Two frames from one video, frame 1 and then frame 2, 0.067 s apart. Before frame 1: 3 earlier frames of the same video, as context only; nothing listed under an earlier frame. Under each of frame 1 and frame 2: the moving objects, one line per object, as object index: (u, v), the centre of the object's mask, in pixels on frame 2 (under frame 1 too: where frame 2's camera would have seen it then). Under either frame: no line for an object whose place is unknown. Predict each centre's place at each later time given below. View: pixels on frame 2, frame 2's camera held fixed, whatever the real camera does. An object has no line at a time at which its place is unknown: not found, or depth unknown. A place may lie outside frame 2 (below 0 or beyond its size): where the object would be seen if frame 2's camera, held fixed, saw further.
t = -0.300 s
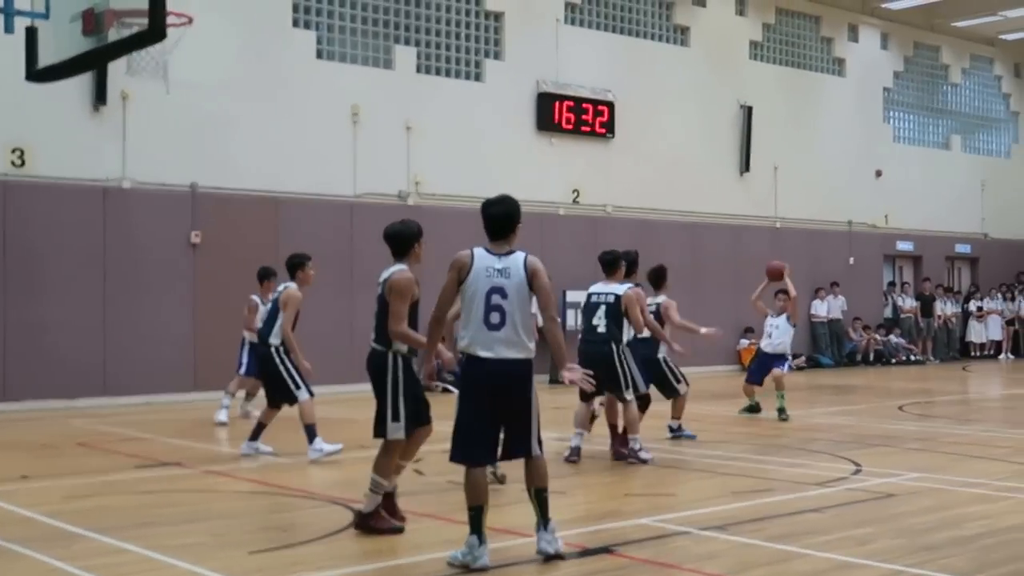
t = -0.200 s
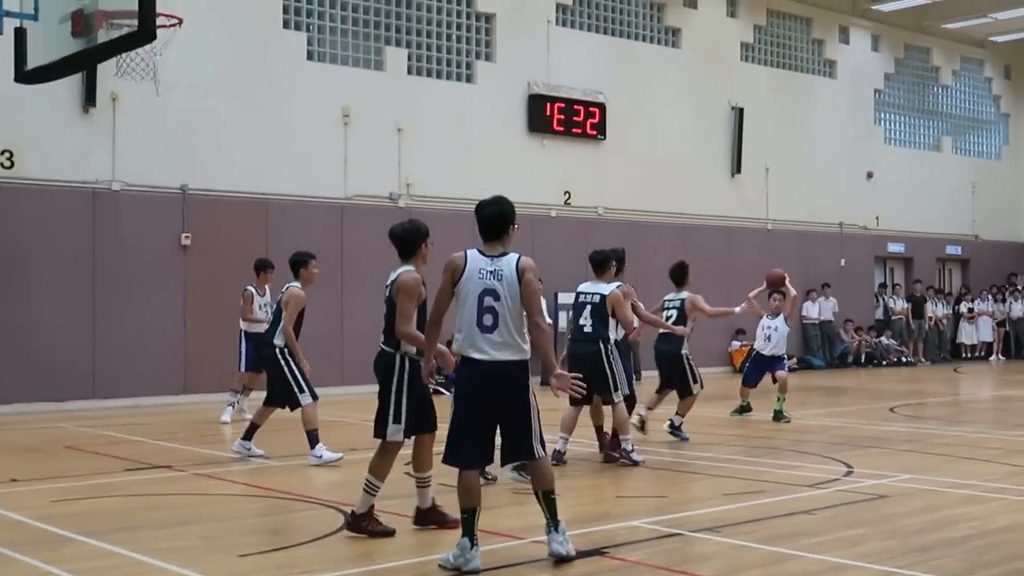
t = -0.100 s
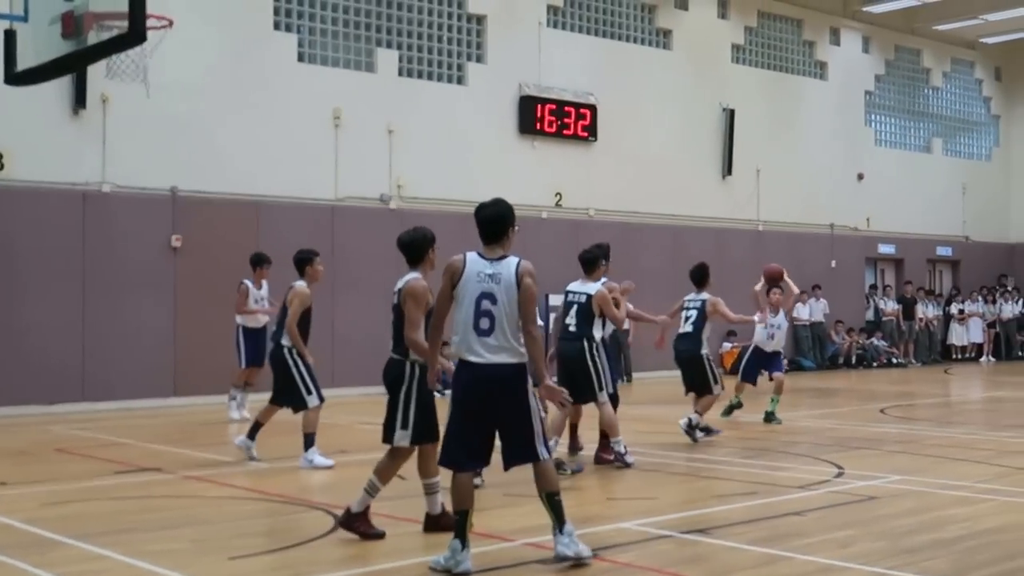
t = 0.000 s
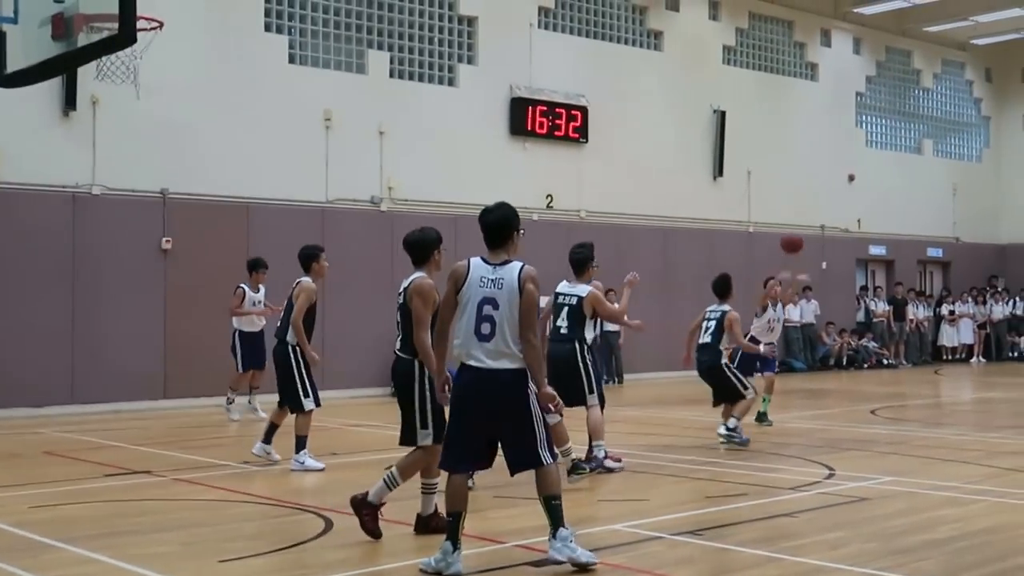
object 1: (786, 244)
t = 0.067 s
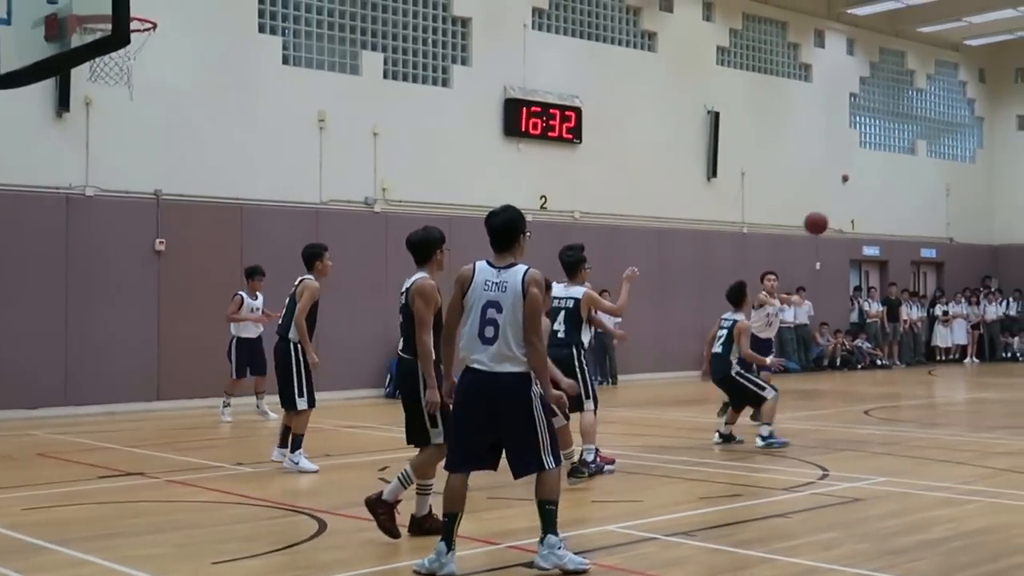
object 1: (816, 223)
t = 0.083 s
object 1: (823, 219)
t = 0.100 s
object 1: (831, 214)
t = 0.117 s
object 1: (838, 210)
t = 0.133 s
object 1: (846, 205)
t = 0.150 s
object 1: (854, 202)
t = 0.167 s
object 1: (862, 197)
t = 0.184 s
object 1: (871, 194)
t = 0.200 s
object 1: (879, 190)
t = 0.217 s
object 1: (888, 187)
